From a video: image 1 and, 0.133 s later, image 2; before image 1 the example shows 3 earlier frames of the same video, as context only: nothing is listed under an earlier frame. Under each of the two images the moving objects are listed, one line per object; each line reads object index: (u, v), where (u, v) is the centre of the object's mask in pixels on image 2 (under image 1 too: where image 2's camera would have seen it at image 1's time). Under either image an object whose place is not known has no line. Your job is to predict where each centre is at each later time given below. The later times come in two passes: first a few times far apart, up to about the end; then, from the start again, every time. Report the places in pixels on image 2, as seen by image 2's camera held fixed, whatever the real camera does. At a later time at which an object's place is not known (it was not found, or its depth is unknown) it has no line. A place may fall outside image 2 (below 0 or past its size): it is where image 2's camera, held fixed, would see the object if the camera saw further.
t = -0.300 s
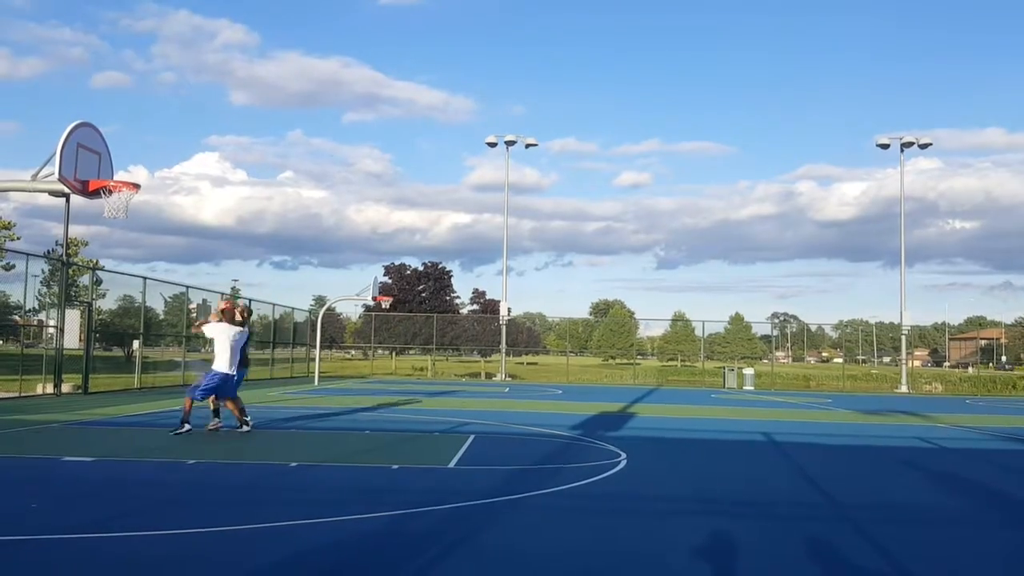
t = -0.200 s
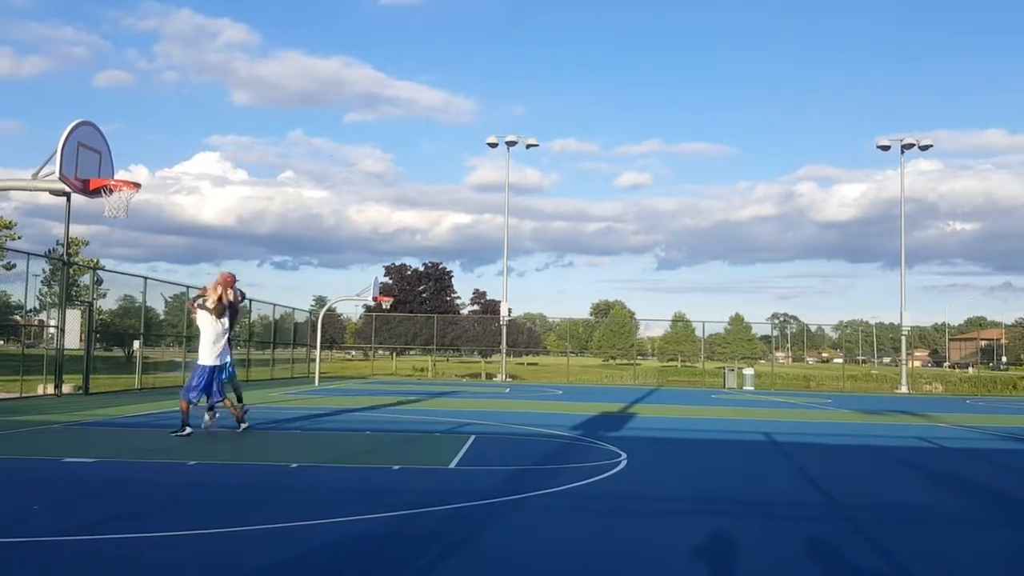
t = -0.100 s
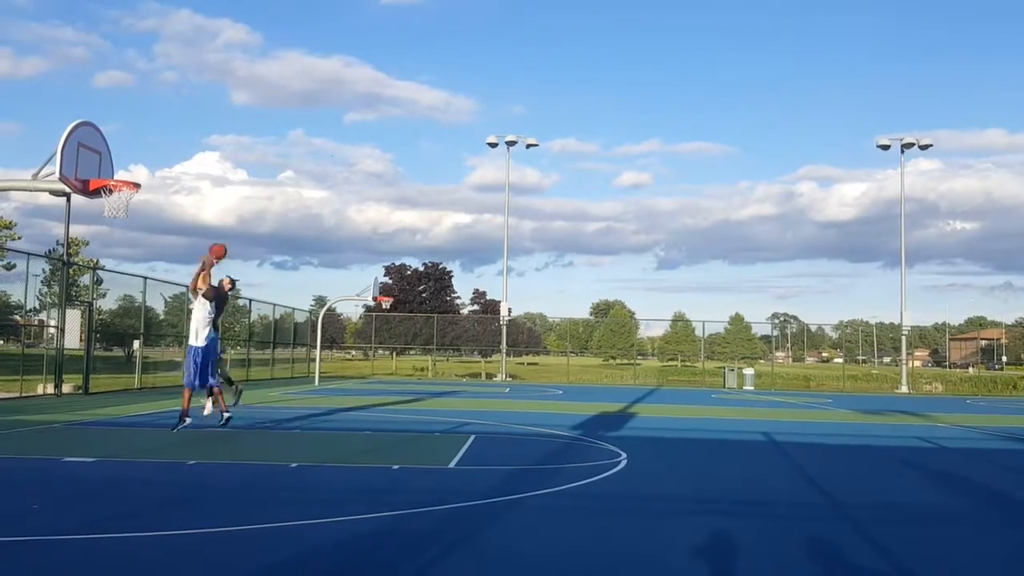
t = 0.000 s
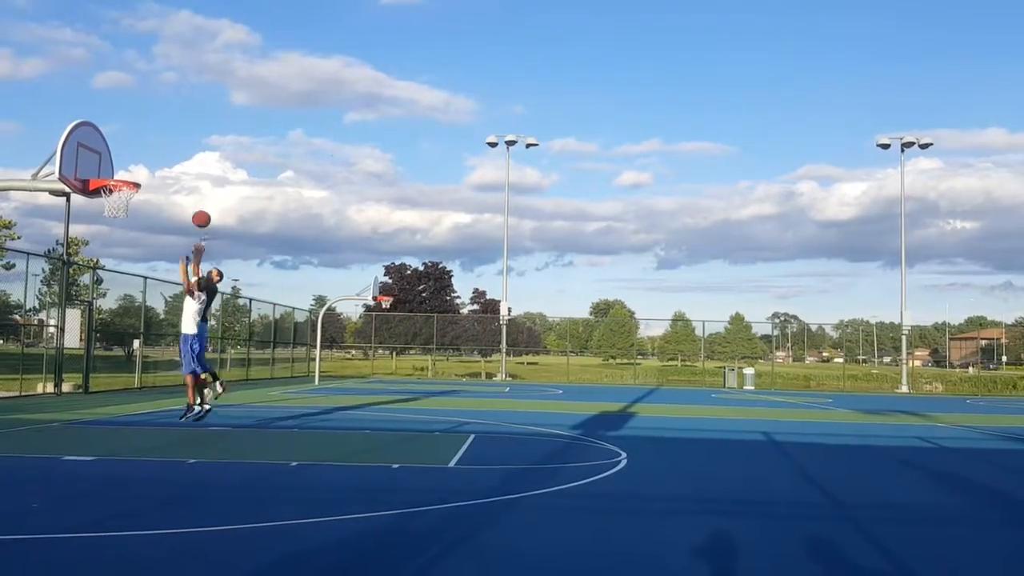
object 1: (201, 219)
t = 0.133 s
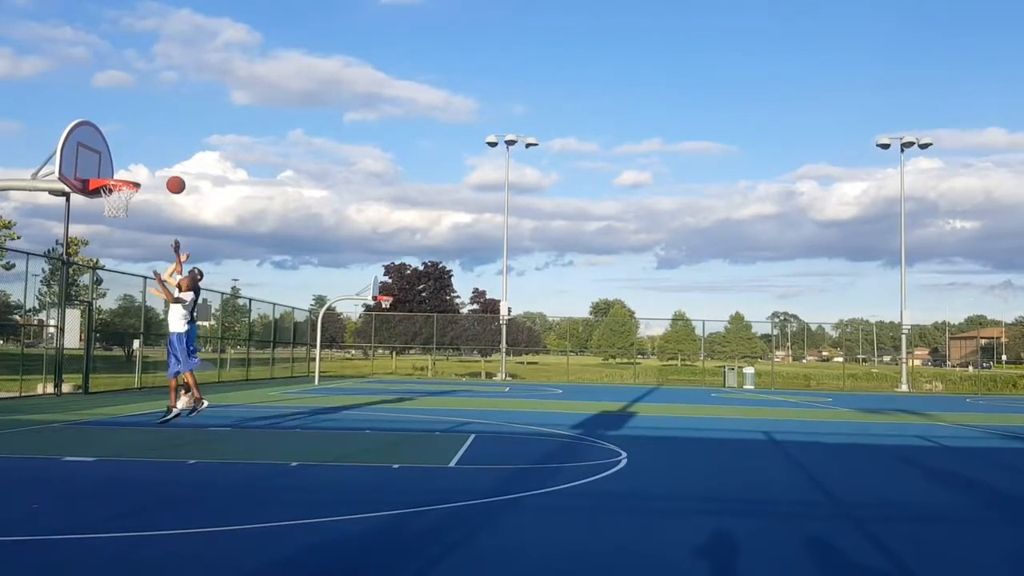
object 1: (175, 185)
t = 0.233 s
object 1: (155, 167)
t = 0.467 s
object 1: (118, 153)
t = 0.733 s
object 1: (124, 195)
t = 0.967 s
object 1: (118, 214)
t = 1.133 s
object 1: (111, 250)
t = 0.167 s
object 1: (169, 178)
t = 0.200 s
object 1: (162, 172)
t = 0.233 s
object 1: (155, 167)
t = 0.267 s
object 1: (148, 162)
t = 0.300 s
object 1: (140, 158)
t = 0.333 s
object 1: (133, 155)
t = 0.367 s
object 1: (126, 153)
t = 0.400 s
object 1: (118, 152)
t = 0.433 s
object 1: (117, 152)
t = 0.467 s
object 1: (118, 153)
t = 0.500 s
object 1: (118, 155)
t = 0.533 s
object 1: (119, 158)
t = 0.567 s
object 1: (120, 162)
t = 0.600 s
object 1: (121, 166)
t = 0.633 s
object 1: (121, 171)
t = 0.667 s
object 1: (122, 174)
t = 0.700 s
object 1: (123, 178)
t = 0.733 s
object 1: (124, 195)
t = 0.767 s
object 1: (124, 199)
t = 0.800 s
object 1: (124, 199)
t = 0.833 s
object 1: (125, 204)
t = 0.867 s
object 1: (123, 205)
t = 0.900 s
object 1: (121, 208)
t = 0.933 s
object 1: (120, 211)
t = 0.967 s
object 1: (118, 214)
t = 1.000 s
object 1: (116, 219)
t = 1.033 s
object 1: (115, 225)
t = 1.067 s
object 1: (114, 233)
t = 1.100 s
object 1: (112, 241)
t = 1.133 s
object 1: (111, 250)
